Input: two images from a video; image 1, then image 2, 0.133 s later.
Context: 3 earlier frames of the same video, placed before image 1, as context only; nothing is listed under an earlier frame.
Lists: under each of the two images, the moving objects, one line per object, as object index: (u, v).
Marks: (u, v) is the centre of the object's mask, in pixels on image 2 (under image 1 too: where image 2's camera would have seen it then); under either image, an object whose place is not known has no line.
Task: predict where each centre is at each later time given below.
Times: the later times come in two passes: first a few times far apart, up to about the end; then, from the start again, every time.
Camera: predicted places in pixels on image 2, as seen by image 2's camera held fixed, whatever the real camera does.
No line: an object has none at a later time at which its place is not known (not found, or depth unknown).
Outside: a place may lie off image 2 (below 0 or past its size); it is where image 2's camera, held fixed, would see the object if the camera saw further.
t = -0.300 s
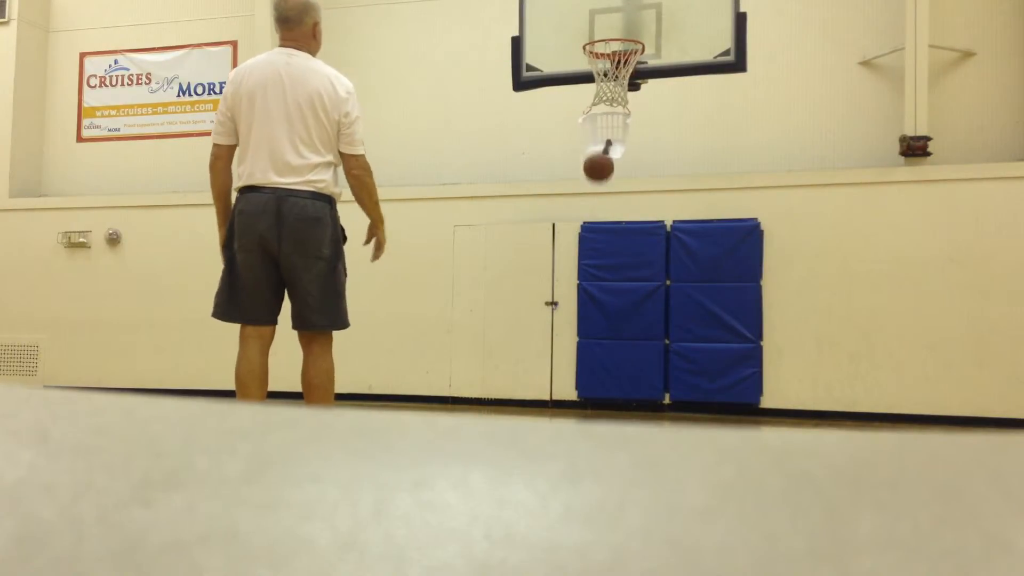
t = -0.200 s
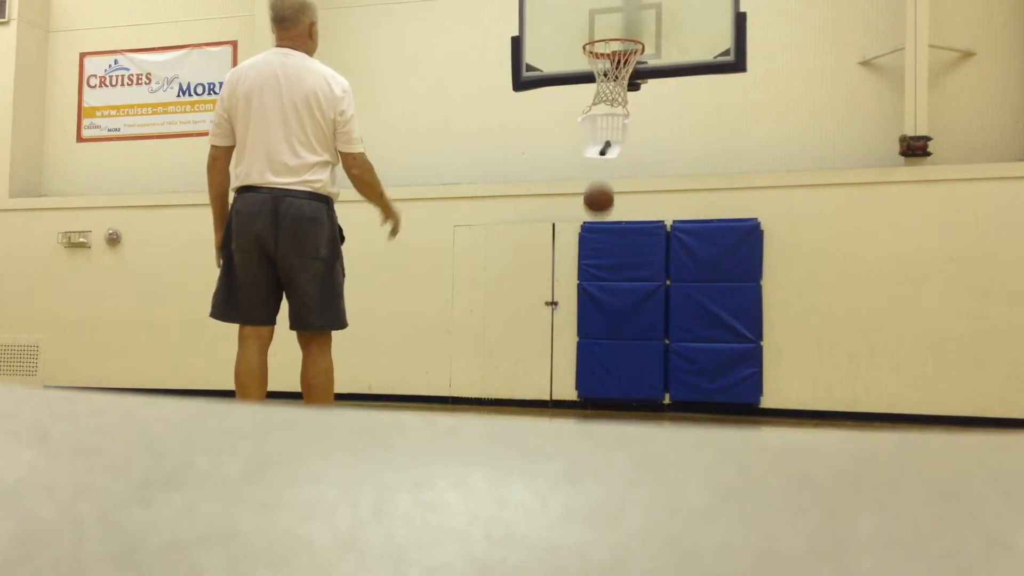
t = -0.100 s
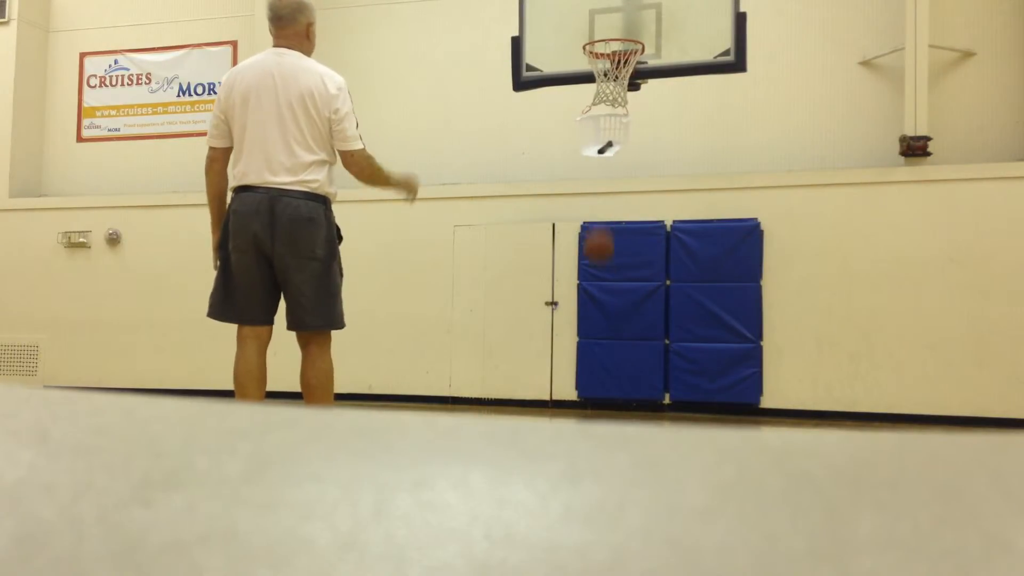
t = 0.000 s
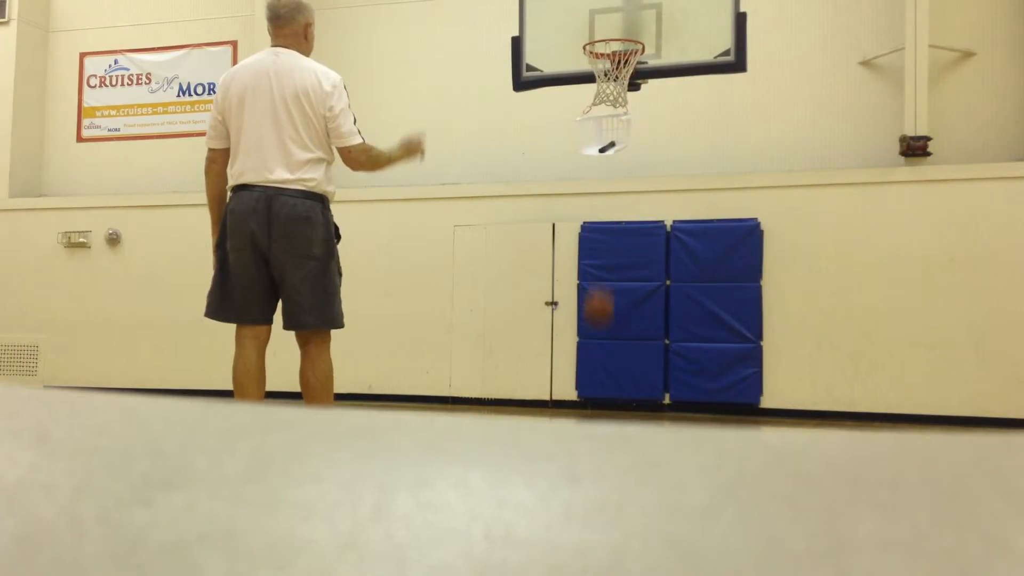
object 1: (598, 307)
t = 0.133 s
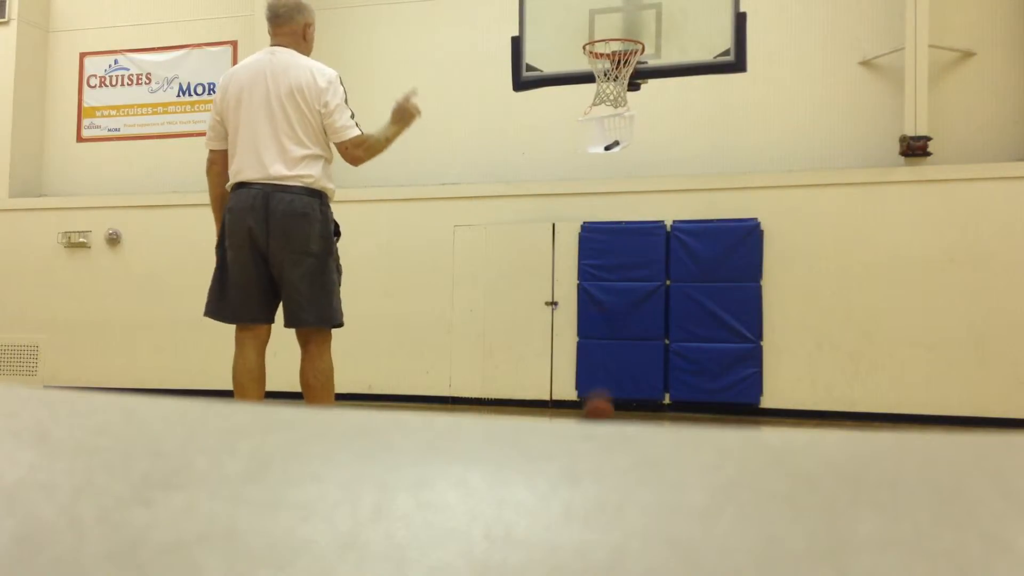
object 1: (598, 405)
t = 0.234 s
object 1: (599, 366)
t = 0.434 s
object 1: (601, 296)
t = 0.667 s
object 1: (602, 276)
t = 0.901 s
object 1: (601, 332)
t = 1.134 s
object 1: (601, 391)
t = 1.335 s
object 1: (604, 342)
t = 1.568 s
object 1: (607, 356)
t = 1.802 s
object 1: (609, 402)
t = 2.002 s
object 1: (613, 375)
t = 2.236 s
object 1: (616, 407)
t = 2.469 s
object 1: (620, 394)
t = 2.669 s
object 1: (623, 413)
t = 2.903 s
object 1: (628, 407)
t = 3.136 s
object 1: (633, 410)
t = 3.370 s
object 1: (638, 412)
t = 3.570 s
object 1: (642, 414)
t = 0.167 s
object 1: (598, 400)
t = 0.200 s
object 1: (599, 384)
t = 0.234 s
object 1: (599, 366)
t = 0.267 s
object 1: (600, 351)
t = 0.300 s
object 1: (600, 337)
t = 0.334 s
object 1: (600, 324)
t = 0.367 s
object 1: (600, 314)
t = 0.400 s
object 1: (601, 304)
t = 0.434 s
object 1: (601, 296)
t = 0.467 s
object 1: (601, 289)
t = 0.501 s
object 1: (601, 282)
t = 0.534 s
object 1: (601, 279)
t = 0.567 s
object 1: (601, 276)
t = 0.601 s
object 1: (601, 275)
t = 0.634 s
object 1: (601, 275)
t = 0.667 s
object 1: (602, 276)
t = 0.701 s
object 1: (602, 279)
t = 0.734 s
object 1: (602, 284)
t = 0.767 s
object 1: (602, 290)
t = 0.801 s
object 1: (602, 299)
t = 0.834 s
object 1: (602, 308)
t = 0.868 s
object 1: (601, 319)
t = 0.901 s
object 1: (601, 332)
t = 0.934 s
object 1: (601, 347)
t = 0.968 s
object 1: (601, 363)
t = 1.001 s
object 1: (601, 381)
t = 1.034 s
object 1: (600, 399)
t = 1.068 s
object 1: (600, 409)
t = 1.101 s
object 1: (600, 402)
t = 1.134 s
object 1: (601, 391)
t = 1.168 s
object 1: (602, 379)
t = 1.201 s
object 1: (603, 369)
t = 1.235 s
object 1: (603, 360)
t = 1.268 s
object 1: (604, 352)
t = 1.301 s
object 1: (604, 347)
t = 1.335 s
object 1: (604, 342)
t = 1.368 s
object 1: (605, 340)
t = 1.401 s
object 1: (605, 339)
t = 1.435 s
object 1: (605, 339)
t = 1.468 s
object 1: (606, 340)
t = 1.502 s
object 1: (606, 344)
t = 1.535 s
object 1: (606, 349)
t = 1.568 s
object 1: (607, 356)
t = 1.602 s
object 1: (607, 365)
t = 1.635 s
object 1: (607, 376)
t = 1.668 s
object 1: (607, 388)
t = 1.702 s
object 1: (608, 400)
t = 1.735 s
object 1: (608, 408)
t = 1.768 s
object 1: (608, 408)
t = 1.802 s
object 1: (609, 402)
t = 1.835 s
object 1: (610, 395)
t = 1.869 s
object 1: (611, 388)
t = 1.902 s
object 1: (611, 382)
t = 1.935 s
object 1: (612, 378)
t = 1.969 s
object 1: (612, 376)
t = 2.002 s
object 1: (613, 375)
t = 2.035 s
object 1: (613, 375)
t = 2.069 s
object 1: (614, 377)
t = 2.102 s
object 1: (614, 381)
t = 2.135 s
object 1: (615, 387)
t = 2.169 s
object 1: (615, 393)
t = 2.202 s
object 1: (616, 401)
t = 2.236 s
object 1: (616, 407)
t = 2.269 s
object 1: (617, 412)
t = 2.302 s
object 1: (618, 408)
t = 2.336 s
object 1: (618, 404)
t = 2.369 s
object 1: (618, 401)
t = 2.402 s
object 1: (619, 396)
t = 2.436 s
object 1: (620, 394)
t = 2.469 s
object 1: (620, 394)
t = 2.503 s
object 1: (621, 394)
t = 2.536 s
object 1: (622, 396)
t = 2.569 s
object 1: (622, 400)
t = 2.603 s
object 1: (623, 404)
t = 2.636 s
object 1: (623, 409)
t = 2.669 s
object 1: (623, 413)
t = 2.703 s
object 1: (624, 411)
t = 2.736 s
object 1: (625, 408)
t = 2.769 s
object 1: (626, 407)
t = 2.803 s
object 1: (626, 405)
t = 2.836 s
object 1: (627, 405)
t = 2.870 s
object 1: (628, 406)
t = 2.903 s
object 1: (628, 407)
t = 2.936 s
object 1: (629, 409)
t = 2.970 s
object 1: (630, 412)
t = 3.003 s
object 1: (631, 414)
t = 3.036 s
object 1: (631, 412)
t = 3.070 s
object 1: (633, 410)
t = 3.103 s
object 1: (633, 410)
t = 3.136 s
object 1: (633, 410)
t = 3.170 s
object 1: (634, 410)
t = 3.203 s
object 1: (635, 412)
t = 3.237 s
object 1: (635, 415)
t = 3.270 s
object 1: (636, 414)
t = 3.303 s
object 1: (636, 412)
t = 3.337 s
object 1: (637, 412)
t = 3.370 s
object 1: (638, 412)
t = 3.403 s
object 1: (639, 413)
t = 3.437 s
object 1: (639, 414)
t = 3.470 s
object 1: (640, 414)
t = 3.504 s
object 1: (641, 413)
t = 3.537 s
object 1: (641, 413)
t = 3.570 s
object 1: (642, 414)
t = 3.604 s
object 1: (643, 415)
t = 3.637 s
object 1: (644, 415)
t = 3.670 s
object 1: (644, 415)
